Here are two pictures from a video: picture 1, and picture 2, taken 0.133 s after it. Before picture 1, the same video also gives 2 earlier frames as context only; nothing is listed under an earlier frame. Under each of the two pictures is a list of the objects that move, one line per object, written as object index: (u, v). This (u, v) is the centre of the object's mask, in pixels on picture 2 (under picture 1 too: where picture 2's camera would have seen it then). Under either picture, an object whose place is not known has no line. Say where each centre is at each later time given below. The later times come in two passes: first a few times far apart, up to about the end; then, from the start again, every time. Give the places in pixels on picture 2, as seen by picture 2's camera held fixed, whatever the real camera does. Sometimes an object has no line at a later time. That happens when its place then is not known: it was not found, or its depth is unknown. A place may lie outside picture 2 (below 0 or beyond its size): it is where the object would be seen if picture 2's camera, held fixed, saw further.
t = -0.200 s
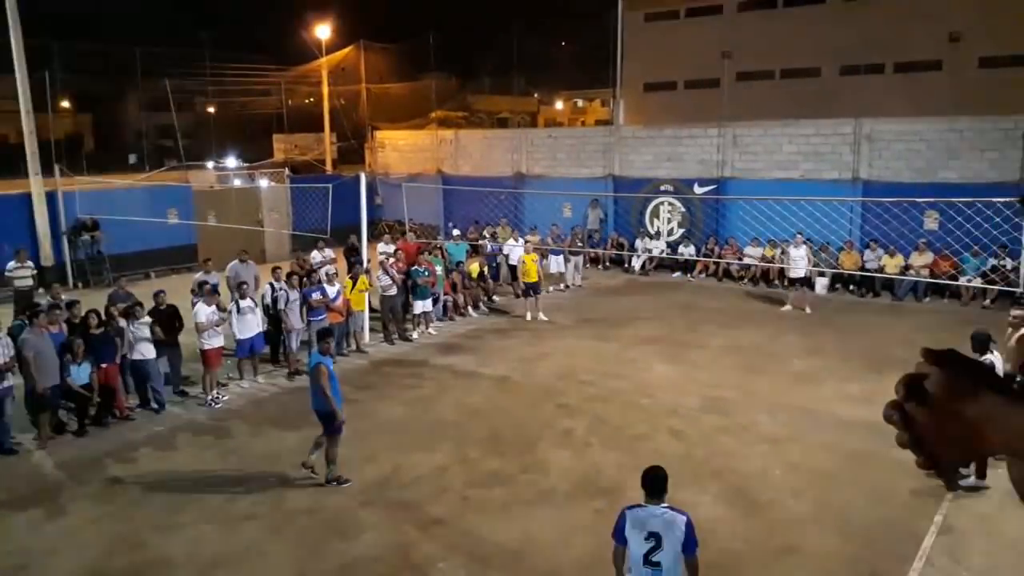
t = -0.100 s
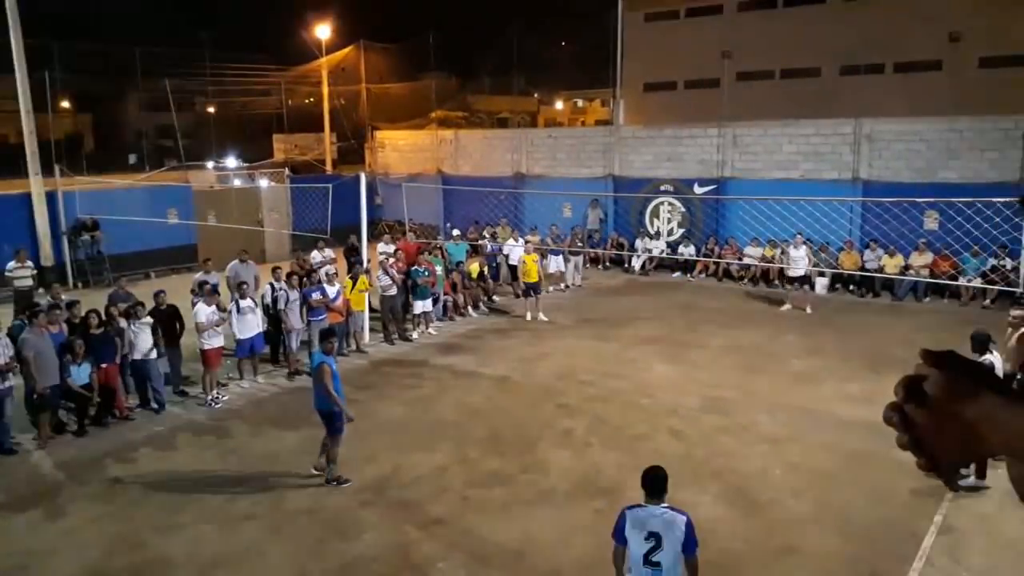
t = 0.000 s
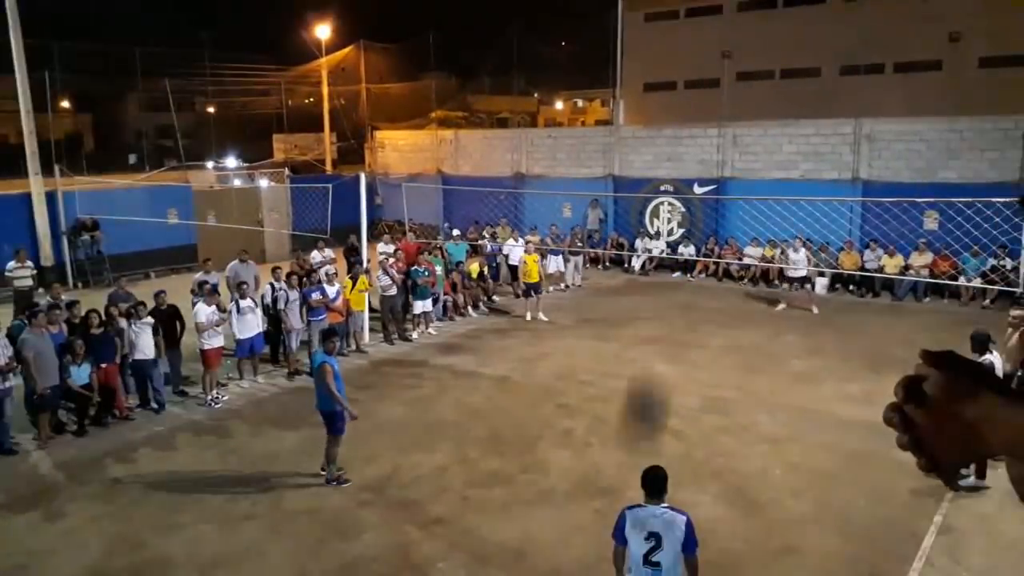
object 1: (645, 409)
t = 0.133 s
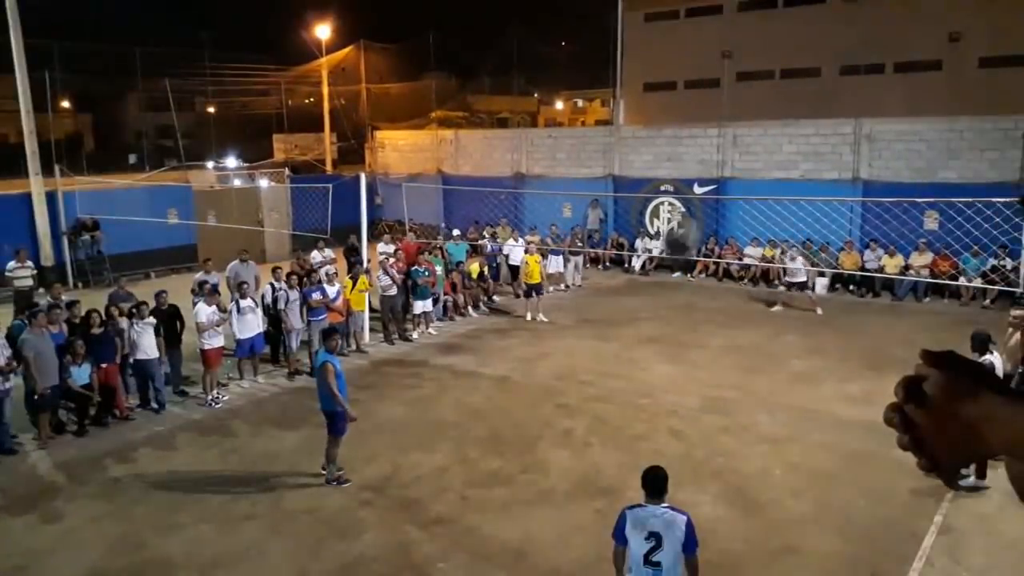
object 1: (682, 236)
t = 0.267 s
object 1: (703, 168)
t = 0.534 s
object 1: (730, 137)
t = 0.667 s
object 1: (740, 148)
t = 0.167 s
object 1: (689, 218)
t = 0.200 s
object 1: (694, 199)
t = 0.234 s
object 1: (699, 180)
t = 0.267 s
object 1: (703, 168)
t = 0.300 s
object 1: (708, 158)
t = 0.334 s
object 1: (712, 150)
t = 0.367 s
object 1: (716, 144)
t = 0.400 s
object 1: (719, 140)
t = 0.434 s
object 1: (722, 138)
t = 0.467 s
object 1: (725, 136)
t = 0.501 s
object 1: (728, 136)
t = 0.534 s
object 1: (730, 137)
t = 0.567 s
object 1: (733, 139)
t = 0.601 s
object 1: (735, 141)
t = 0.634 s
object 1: (737, 145)
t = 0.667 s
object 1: (740, 148)
